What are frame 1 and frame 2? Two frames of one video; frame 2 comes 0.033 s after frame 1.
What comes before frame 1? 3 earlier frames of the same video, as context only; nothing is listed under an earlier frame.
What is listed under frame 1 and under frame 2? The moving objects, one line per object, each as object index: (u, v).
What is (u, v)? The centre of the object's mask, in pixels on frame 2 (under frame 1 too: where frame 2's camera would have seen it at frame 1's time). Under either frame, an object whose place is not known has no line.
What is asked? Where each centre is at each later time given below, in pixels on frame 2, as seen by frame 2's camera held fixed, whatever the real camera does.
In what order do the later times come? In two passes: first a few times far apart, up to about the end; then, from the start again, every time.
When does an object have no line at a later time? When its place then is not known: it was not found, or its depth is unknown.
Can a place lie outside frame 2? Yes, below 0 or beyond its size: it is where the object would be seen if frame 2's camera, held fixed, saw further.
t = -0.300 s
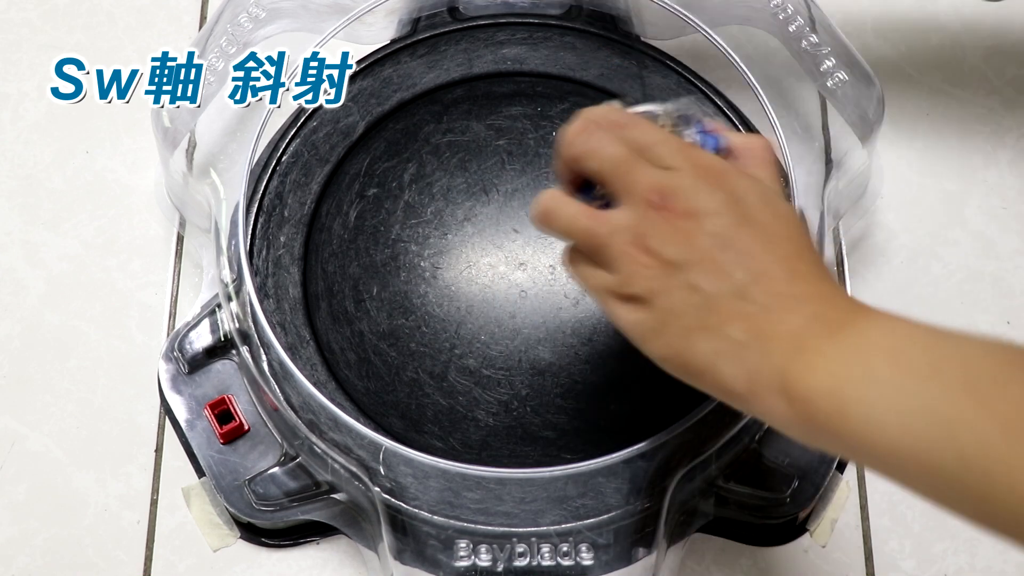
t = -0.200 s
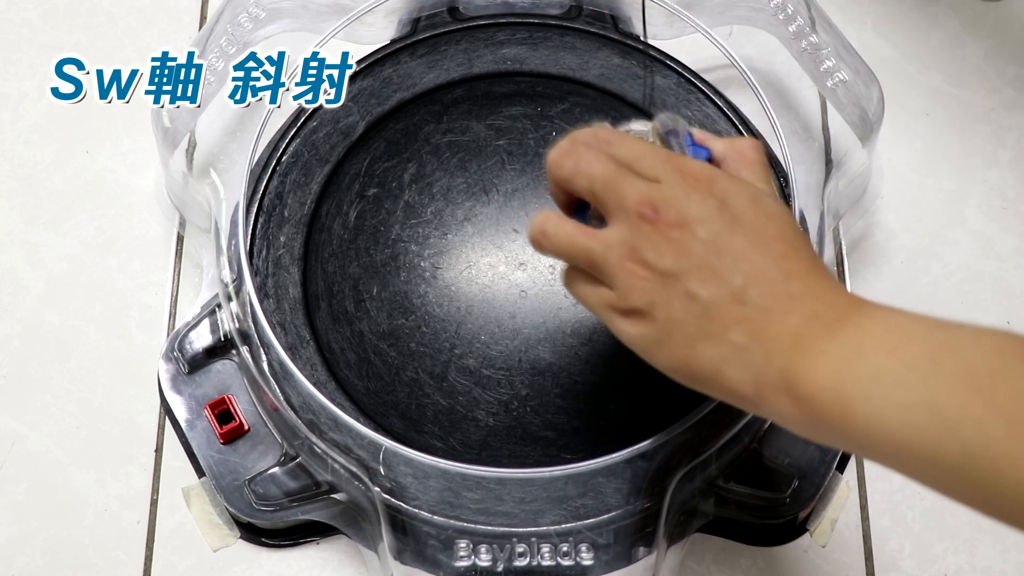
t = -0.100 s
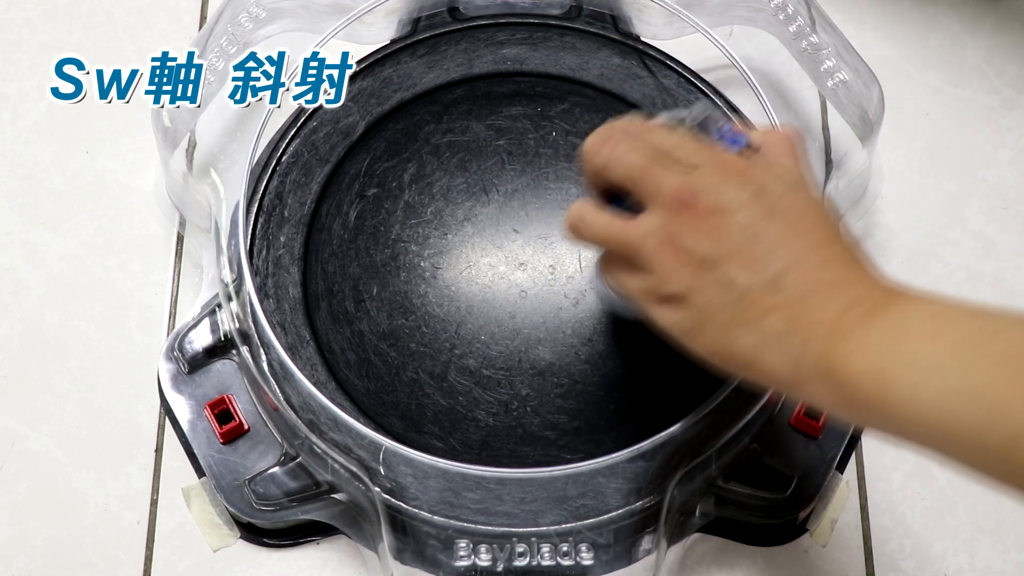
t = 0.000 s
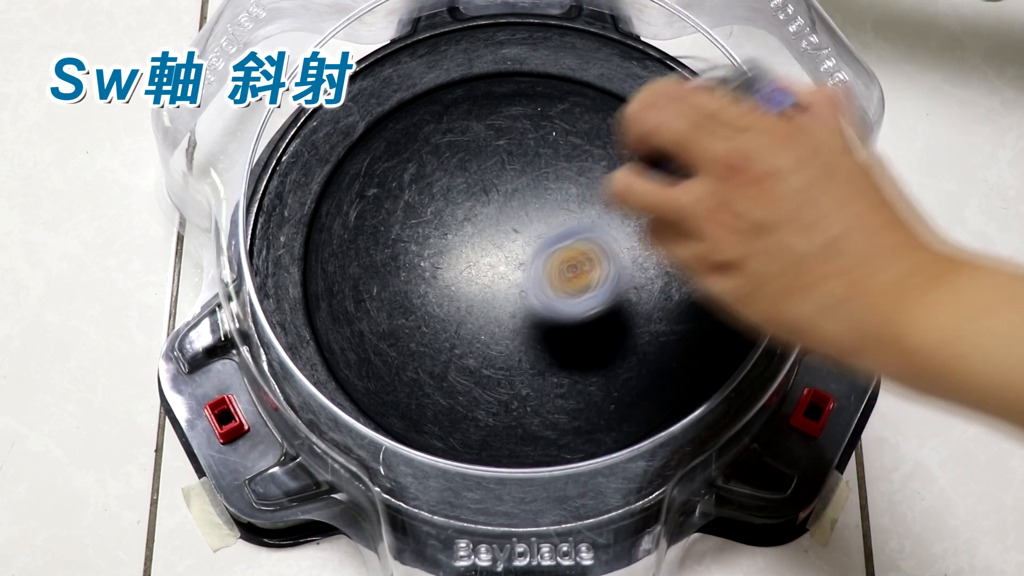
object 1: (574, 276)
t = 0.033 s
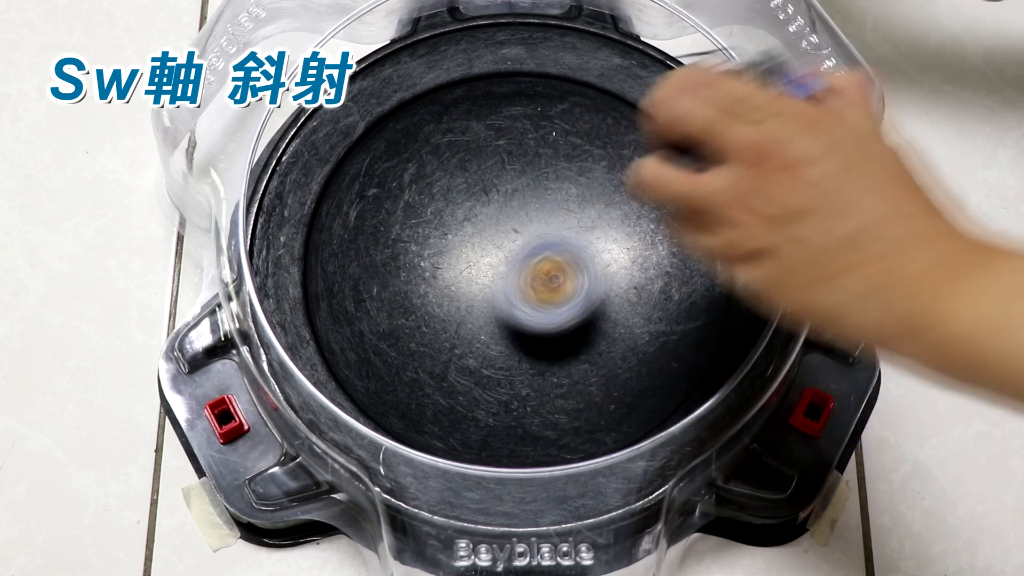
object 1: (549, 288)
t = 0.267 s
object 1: (408, 207)
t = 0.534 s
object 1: (461, 129)
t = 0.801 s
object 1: (622, 205)
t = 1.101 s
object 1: (495, 334)
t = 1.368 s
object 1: (326, 222)
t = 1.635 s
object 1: (462, 87)
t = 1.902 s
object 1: (689, 234)
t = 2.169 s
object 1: (495, 436)
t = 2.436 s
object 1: (355, 146)
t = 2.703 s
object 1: (717, 185)
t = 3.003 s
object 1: (433, 418)
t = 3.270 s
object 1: (384, 113)
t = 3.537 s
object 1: (701, 153)
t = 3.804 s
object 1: (571, 439)
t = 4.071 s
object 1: (319, 262)
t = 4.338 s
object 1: (504, 57)
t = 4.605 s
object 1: (723, 269)
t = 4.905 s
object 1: (433, 409)
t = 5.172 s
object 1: (351, 142)
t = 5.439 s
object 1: (632, 100)
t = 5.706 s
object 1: (656, 372)
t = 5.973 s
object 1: (357, 365)
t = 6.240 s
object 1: (387, 124)
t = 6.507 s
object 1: (625, 137)
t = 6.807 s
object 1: (624, 390)
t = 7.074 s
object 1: (387, 388)
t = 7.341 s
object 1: (389, 181)
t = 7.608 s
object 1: (606, 143)
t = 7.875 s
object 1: (694, 326)
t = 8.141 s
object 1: (479, 392)
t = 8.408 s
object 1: (387, 219)
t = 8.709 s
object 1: (554, 110)
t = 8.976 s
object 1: (638, 275)
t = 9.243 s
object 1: (476, 361)
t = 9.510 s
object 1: (392, 253)
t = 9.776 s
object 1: (510, 175)
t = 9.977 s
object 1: (592, 237)
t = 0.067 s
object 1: (527, 280)
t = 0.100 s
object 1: (499, 270)
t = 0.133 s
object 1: (477, 265)
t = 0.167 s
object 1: (455, 251)
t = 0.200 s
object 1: (434, 238)
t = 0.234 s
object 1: (419, 222)
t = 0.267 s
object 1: (408, 207)
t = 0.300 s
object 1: (401, 192)
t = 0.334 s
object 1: (397, 177)
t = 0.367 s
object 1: (399, 165)
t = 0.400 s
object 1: (403, 154)
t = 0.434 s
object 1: (413, 144)
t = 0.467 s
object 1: (426, 137)
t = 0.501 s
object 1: (441, 132)
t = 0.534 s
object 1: (461, 129)
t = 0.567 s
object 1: (482, 129)
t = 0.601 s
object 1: (504, 131)
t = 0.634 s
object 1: (528, 137)
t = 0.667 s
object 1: (552, 148)
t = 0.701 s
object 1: (573, 158)
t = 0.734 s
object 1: (594, 174)
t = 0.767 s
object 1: (611, 190)
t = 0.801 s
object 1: (622, 205)
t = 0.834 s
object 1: (628, 224)
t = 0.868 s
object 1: (629, 243)
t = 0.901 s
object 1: (625, 260)
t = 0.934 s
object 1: (614, 280)
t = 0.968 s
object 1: (599, 298)
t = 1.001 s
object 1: (578, 313)
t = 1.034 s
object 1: (551, 324)
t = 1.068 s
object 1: (523, 331)
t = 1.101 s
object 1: (495, 334)
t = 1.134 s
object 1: (461, 332)
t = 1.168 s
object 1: (431, 328)
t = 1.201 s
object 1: (401, 317)
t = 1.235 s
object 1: (377, 302)
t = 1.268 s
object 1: (357, 285)
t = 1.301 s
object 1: (344, 267)
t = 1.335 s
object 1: (332, 243)
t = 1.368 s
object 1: (326, 222)
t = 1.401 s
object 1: (327, 200)
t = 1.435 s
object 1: (332, 177)
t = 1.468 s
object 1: (344, 155)
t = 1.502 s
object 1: (359, 138)
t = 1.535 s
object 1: (379, 121)
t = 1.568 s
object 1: (404, 104)
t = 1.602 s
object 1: (431, 97)
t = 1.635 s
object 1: (462, 87)
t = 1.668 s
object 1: (498, 85)
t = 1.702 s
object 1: (527, 86)
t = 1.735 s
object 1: (562, 94)
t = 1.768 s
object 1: (597, 111)
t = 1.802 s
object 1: (626, 130)
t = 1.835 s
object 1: (653, 159)
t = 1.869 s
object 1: (675, 197)
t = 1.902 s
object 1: (689, 234)
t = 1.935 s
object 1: (695, 271)
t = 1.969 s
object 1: (693, 318)
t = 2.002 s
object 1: (681, 357)
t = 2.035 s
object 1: (660, 390)
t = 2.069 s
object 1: (634, 423)
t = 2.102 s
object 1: (595, 450)
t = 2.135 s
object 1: (546, 453)
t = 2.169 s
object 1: (495, 436)
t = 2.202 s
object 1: (452, 426)
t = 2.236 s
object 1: (397, 402)
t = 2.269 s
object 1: (362, 374)
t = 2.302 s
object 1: (336, 337)
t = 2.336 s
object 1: (315, 287)
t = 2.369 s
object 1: (315, 238)
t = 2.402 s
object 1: (327, 195)
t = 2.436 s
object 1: (355, 146)
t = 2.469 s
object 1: (397, 109)
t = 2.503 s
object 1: (436, 87)
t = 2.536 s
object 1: (491, 71)
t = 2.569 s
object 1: (543, 69)
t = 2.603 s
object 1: (597, 78)
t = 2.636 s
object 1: (646, 102)
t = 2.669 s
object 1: (686, 139)
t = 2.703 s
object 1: (717, 185)
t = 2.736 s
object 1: (733, 241)
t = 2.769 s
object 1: (730, 293)
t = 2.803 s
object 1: (708, 342)
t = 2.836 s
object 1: (671, 383)
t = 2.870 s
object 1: (628, 422)
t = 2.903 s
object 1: (585, 443)
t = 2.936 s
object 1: (527, 449)
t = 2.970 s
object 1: (470, 432)
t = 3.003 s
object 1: (433, 418)
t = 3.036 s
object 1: (383, 390)
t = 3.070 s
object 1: (353, 363)
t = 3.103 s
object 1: (329, 325)
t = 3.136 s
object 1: (317, 279)
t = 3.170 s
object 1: (317, 235)
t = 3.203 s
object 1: (329, 195)
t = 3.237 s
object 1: (353, 150)
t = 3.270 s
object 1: (384, 113)
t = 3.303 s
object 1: (414, 88)
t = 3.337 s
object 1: (456, 67)
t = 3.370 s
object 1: (495, 60)
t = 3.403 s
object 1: (547, 60)
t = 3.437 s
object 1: (590, 68)
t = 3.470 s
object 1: (632, 88)
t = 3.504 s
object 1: (665, 114)
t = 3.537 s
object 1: (701, 153)
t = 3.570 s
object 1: (721, 198)
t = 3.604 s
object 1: (731, 245)
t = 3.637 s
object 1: (726, 290)
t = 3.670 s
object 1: (707, 334)
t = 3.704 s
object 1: (681, 368)
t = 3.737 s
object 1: (648, 397)
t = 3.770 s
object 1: (608, 426)
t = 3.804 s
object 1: (571, 439)
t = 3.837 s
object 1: (523, 435)
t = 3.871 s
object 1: (479, 431)
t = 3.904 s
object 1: (441, 420)
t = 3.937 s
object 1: (398, 398)
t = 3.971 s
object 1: (366, 372)
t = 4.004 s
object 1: (343, 344)
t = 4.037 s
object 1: (325, 302)
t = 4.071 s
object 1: (319, 262)
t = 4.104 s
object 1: (320, 230)
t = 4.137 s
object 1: (330, 184)
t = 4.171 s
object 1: (348, 151)
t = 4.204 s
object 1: (371, 124)
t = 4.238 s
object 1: (399, 96)
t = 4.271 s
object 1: (432, 74)
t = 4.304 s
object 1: (467, 60)
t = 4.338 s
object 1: (504, 57)
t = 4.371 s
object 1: (547, 64)
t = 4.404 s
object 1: (585, 72)
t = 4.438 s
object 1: (625, 87)
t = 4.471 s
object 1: (660, 118)
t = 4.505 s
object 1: (689, 149)
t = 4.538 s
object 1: (710, 183)
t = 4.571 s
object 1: (722, 227)
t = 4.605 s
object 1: (723, 269)
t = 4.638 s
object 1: (714, 313)
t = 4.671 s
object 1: (695, 350)
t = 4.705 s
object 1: (667, 380)
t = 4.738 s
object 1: (638, 408)
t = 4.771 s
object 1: (596, 427)
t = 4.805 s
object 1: (553, 436)
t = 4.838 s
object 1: (510, 431)
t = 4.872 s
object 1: (463, 421)
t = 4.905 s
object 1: (433, 409)
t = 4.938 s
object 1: (393, 384)
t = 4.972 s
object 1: (364, 356)
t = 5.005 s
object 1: (343, 326)
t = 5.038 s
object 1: (330, 286)
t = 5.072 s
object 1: (324, 243)
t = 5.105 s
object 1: (328, 213)
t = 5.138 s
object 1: (335, 171)
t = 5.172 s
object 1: (351, 142)
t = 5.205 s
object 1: (374, 114)
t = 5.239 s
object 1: (405, 95)
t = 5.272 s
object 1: (445, 81)
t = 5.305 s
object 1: (480, 74)
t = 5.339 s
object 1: (517, 68)
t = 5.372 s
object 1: (561, 70)
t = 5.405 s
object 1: (599, 80)
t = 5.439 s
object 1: (632, 100)
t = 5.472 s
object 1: (663, 127)
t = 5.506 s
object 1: (688, 159)
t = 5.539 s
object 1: (702, 190)
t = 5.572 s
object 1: (712, 233)
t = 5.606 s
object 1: (713, 270)
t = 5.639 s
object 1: (701, 310)
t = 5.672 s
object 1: (680, 345)
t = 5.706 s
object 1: (656, 372)
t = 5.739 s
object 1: (622, 393)
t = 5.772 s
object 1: (576, 412)
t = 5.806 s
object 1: (539, 421)
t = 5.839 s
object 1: (499, 421)
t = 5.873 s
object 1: (453, 414)
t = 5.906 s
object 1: (425, 406)
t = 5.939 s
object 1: (387, 387)
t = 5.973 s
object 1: (357, 365)
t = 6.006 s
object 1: (334, 340)
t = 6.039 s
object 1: (315, 307)
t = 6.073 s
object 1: (314, 273)
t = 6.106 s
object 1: (320, 244)
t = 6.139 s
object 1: (330, 207)
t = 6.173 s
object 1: (344, 179)
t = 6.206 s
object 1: (365, 151)
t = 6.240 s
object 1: (387, 124)
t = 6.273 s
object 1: (413, 104)
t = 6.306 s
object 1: (443, 92)
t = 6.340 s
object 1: (470, 83)
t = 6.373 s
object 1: (505, 80)
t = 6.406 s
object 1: (536, 86)
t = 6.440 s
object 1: (567, 96)
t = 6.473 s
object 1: (600, 115)
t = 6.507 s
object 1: (625, 137)
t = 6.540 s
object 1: (646, 162)
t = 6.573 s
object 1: (662, 194)
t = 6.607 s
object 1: (674, 224)
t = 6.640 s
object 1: (681, 251)
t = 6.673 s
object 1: (681, 285)
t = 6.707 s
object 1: (675, 315)
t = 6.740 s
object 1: (663, 340)
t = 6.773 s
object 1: (644, 371)
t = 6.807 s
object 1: (624, 390)
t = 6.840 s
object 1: (597, 408)
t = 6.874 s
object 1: (569, 419)
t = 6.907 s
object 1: (538, 426)
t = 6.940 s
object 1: (507, 430)
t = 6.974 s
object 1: (472, 427)
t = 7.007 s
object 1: (444, 420)
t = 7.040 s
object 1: (416, 407)
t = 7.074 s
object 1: (387, 388)
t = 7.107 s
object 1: (366, 370)
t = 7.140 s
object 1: (347, 343)
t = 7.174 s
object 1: (338, 313)
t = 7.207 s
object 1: (338, 287)
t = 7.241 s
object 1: (343, 257)
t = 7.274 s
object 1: (354, 229)
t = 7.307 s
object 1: (370, 204)
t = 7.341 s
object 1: (389, 181)
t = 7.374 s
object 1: (416, 160)
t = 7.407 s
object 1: (440, 146)
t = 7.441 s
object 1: (464, 136)
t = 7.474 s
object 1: (494, 128)
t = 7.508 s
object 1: (524, 127)
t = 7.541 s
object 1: (549, 127)
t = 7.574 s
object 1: (579, 132)
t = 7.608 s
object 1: (606, 143)
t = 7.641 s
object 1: (631, 155)
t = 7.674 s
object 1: (653, 172)
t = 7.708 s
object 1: (675, 194)
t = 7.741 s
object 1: (689, 216)
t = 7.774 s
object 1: (701, 245)
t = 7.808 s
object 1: (705, 275)
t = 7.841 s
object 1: (704, 297)
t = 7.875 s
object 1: (694, 326)
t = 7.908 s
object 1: (675, 355)
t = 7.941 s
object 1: (657, 372)
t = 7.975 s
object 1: (631, 388)
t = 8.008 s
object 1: (597, 402)
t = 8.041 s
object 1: (573, 409)
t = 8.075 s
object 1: (538, 406)
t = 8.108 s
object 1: (508, 403)
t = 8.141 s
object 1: (479, 392)
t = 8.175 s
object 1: (452, 377)
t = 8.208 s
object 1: (430, 361)
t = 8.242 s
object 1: (412, 339)
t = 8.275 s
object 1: (399, 314)
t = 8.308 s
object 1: (390, 292)
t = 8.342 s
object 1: (384, 270)
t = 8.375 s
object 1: (384, 242)
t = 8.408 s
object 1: (387, 219)
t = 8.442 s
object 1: (394, 195)
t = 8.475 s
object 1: (407, 172)
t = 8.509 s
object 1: (421, 153)
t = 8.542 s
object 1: (438, 137)
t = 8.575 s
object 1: (459, 123)
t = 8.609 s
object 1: (482, 113)
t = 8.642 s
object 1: (505, 108)
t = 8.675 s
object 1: (532, 107)
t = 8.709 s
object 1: (554, 110)
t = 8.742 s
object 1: (577, 119)
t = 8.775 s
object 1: (597, 132)
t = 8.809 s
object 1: (615, 151)
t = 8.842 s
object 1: (628, 168)
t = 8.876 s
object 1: (638, 194)
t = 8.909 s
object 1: (644, 226)
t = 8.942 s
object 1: (643, 249)
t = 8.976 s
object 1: (638, 275)
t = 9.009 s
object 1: (625, 300)
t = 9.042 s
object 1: (612, 317)
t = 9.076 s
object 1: (595, 332)
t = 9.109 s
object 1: (574, 347)
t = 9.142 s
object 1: (554, 354)
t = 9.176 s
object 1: (526, 361)
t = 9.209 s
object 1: (500, 362)
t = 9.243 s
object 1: (476, 361)
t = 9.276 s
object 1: (453, 356)
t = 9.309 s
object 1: (433, 347)
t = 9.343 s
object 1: (417, 336)
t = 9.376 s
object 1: (404, 323)
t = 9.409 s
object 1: (395, 306)
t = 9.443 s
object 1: (391, 291)
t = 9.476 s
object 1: (390, 272)
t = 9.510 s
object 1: (392, 253)
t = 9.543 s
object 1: (397, 238)
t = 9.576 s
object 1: (406, 219)
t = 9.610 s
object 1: (417, 204)
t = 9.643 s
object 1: (432, 192)
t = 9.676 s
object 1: (451, 183)
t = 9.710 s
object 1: (470, 177)
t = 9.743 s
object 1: (491, 174)
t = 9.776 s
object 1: (510, 175)
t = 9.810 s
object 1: (530, 181)
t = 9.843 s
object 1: (548, 187)
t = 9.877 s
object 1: (563, 197)
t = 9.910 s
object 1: (576, 211)
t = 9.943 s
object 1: (585, 222)
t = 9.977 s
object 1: (592, 237)
